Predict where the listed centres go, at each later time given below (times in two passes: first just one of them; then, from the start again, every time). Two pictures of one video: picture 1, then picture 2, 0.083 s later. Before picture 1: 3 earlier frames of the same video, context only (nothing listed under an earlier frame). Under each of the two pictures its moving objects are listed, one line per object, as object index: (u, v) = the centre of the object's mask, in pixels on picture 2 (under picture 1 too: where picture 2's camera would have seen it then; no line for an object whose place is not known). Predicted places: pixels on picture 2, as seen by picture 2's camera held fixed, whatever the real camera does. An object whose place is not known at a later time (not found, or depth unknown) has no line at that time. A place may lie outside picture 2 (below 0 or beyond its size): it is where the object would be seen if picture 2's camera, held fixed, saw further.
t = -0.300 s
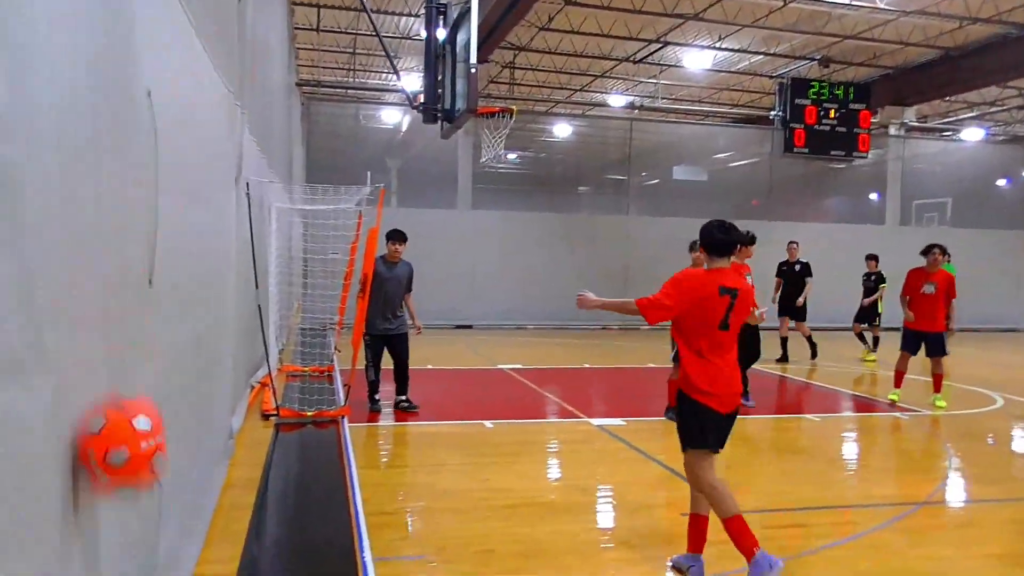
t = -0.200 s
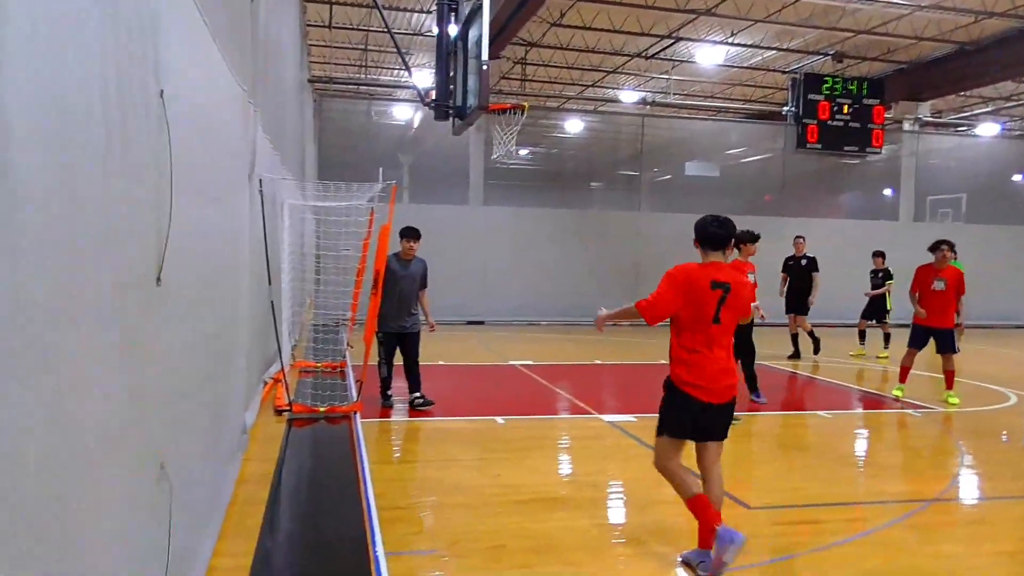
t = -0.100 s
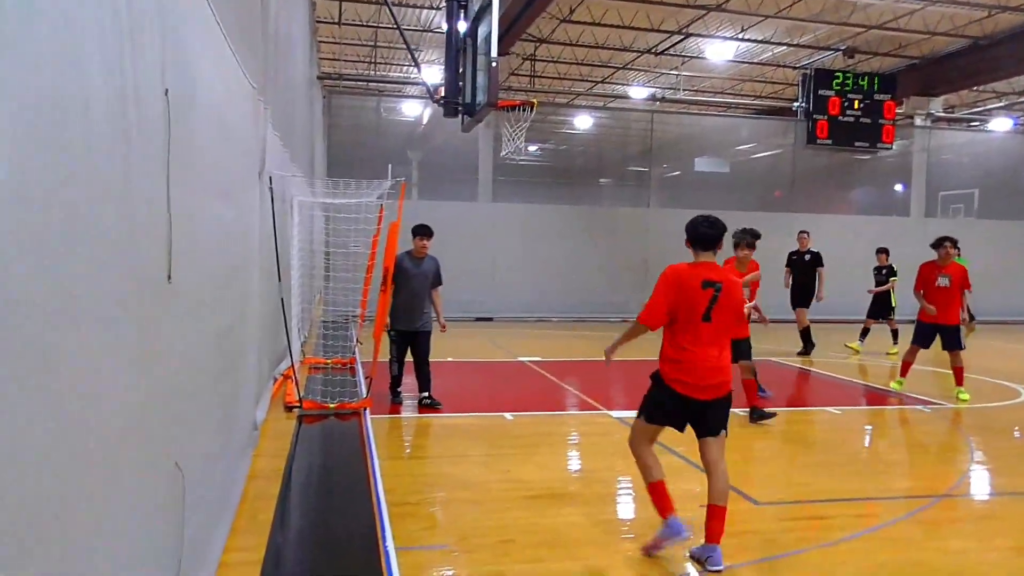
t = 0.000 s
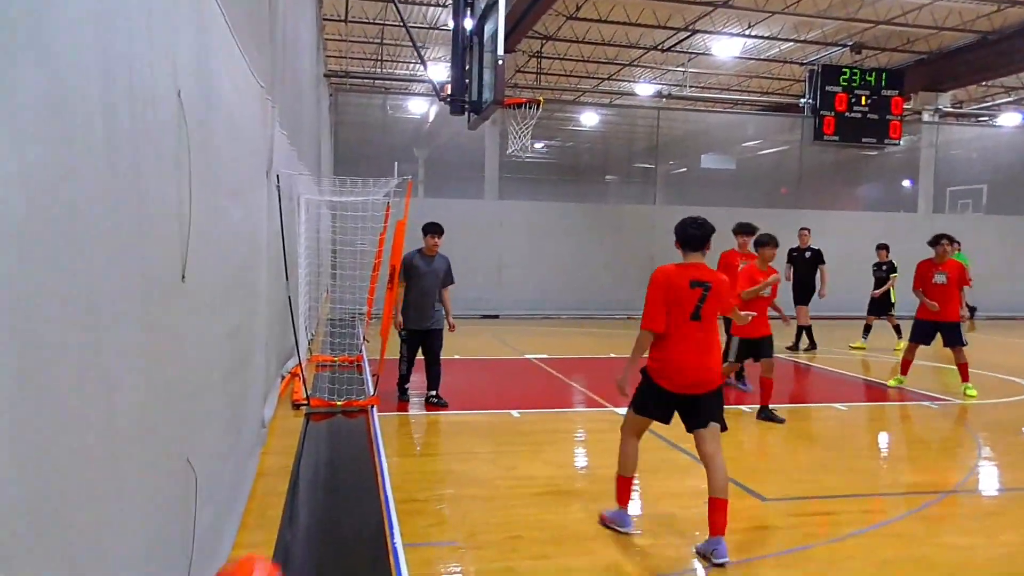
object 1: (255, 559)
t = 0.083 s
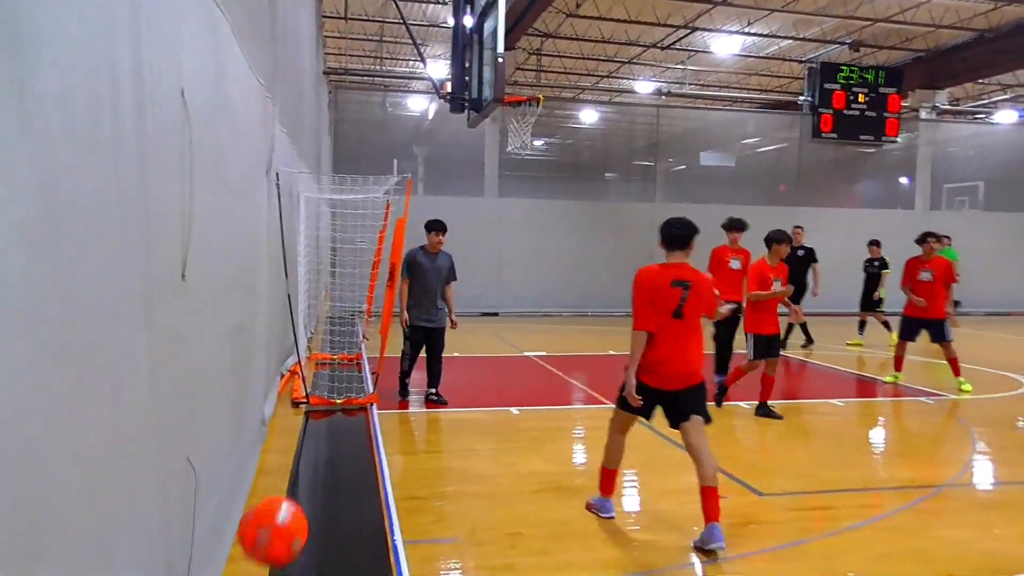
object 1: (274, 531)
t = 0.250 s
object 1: (315, 496)
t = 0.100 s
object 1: (278, 525)
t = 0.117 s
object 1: (282, 518)
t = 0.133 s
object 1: (287, 512)
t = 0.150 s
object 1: (291, 508)
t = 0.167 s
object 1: (295, 505)
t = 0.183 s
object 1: (300, 502)
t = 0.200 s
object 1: (303, 500)
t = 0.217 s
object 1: (307, 497)
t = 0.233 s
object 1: (311, 496)
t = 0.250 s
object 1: (315, 496)
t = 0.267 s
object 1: (319, 496)
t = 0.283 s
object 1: (322, 498)
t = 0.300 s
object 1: (326, 501)
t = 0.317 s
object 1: (330, 503)
